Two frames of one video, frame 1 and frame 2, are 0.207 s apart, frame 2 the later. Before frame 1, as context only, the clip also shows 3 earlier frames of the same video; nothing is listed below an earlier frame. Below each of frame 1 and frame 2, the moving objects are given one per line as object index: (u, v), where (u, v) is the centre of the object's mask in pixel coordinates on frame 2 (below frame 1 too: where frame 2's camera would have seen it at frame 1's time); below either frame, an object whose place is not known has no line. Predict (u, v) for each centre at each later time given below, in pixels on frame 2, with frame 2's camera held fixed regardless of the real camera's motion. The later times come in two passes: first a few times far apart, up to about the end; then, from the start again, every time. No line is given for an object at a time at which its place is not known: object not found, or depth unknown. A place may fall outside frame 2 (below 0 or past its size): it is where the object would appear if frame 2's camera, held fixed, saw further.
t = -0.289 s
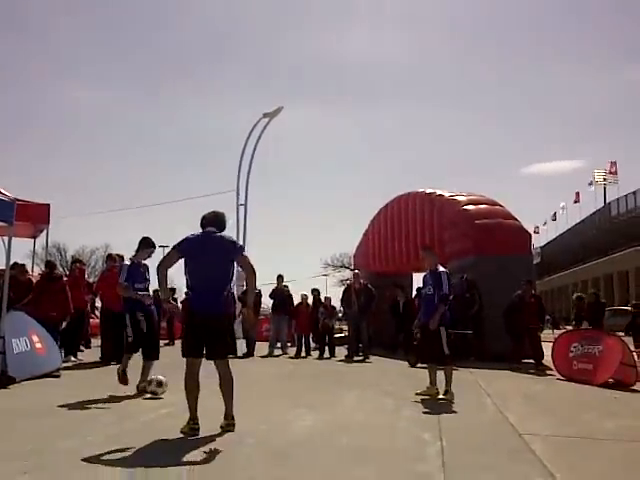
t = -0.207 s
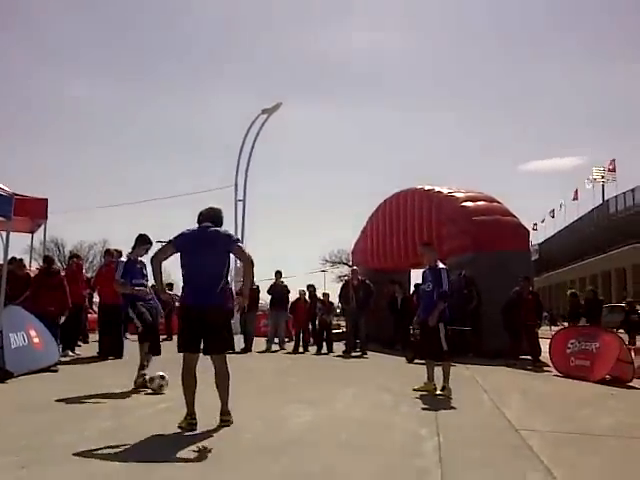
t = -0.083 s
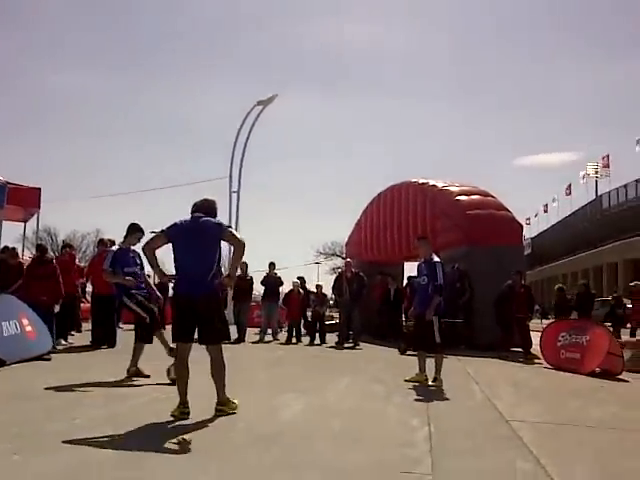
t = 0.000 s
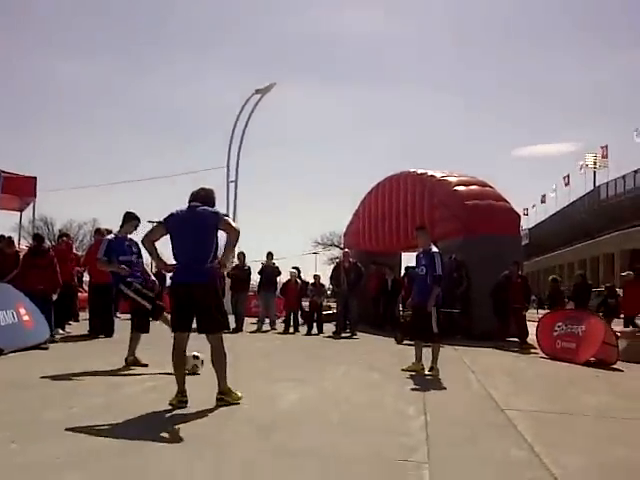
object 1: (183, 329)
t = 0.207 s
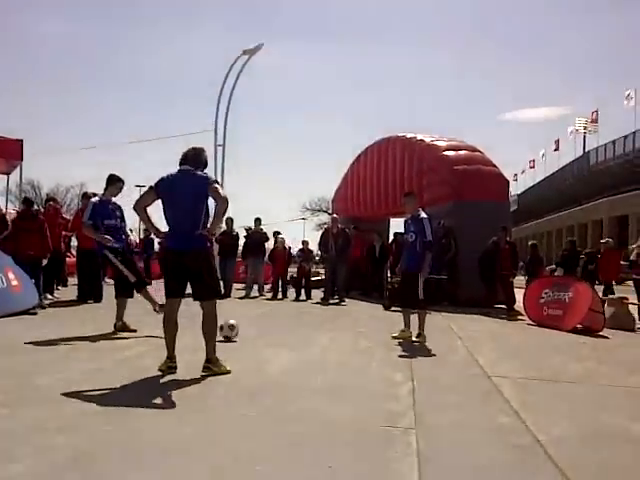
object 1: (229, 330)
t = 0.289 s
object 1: (247, 331)
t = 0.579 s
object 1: (310, 333)
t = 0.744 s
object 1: (345, 334)
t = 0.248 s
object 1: (237, 330)
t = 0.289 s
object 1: (247, 331)
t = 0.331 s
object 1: (256, 331)
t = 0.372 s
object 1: (265, 331)
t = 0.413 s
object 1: (274, 331)
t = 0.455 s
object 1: (284, 331)
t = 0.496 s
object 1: (292, 332)
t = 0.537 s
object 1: (301, 332)
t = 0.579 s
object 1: (310, 333)
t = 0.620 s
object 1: (318, 333)
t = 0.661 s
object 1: (327, 334)
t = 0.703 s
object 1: (336, 334)
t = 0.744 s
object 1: (345, 334)
